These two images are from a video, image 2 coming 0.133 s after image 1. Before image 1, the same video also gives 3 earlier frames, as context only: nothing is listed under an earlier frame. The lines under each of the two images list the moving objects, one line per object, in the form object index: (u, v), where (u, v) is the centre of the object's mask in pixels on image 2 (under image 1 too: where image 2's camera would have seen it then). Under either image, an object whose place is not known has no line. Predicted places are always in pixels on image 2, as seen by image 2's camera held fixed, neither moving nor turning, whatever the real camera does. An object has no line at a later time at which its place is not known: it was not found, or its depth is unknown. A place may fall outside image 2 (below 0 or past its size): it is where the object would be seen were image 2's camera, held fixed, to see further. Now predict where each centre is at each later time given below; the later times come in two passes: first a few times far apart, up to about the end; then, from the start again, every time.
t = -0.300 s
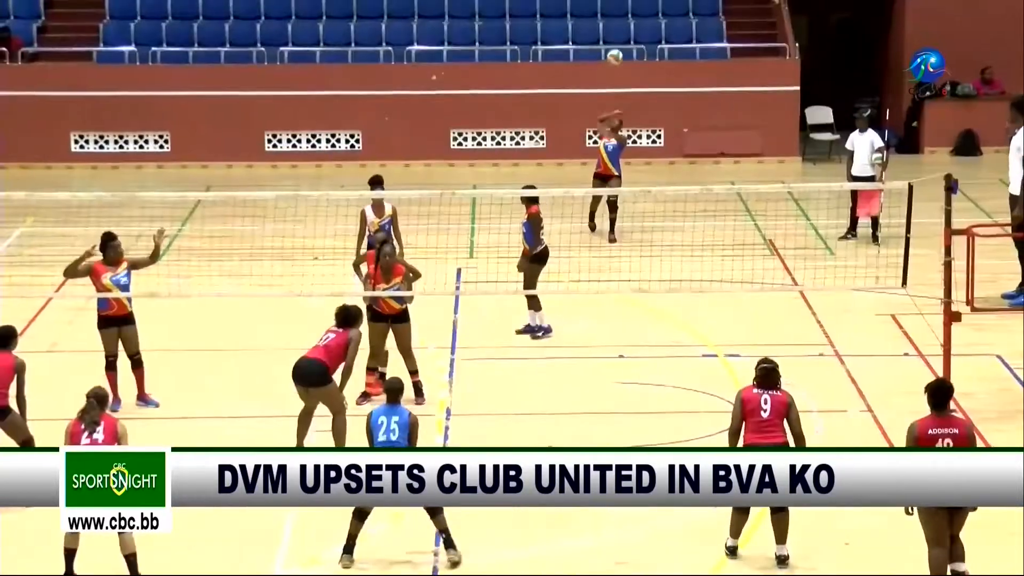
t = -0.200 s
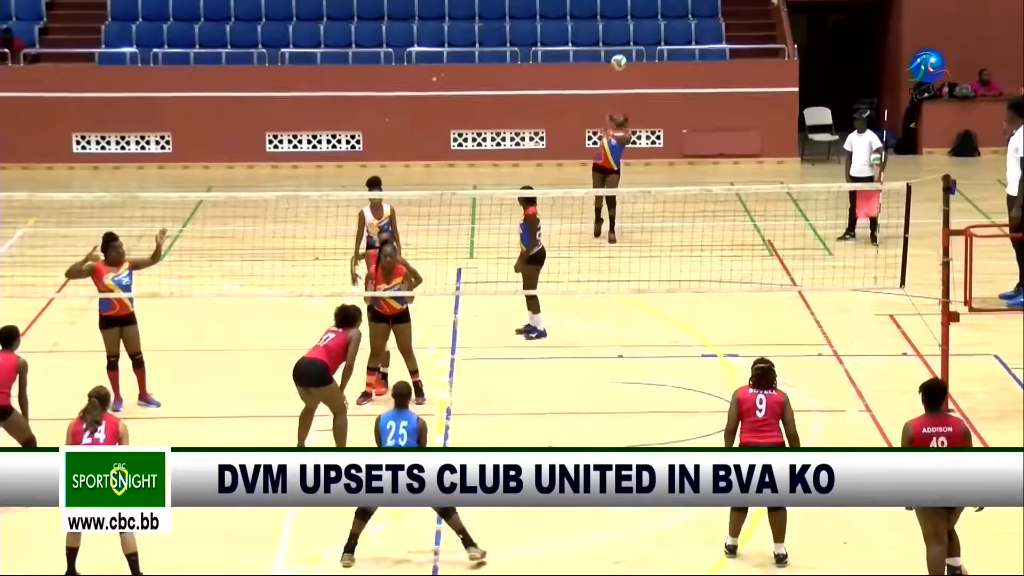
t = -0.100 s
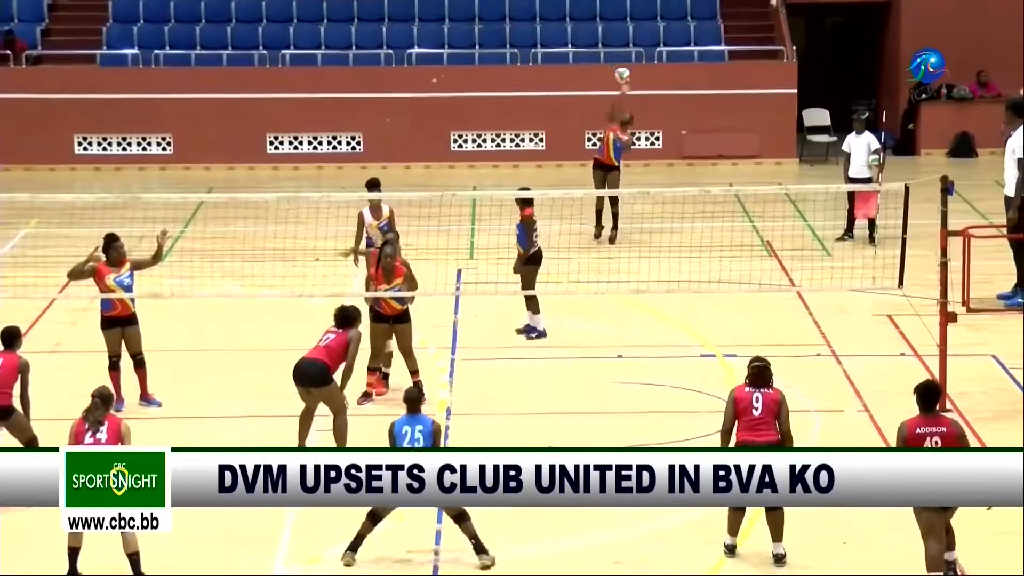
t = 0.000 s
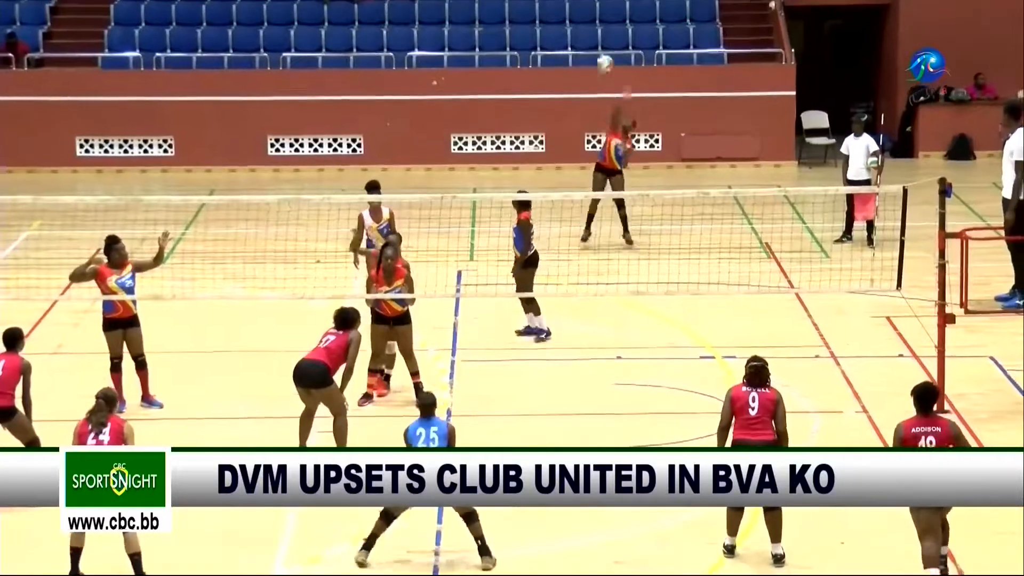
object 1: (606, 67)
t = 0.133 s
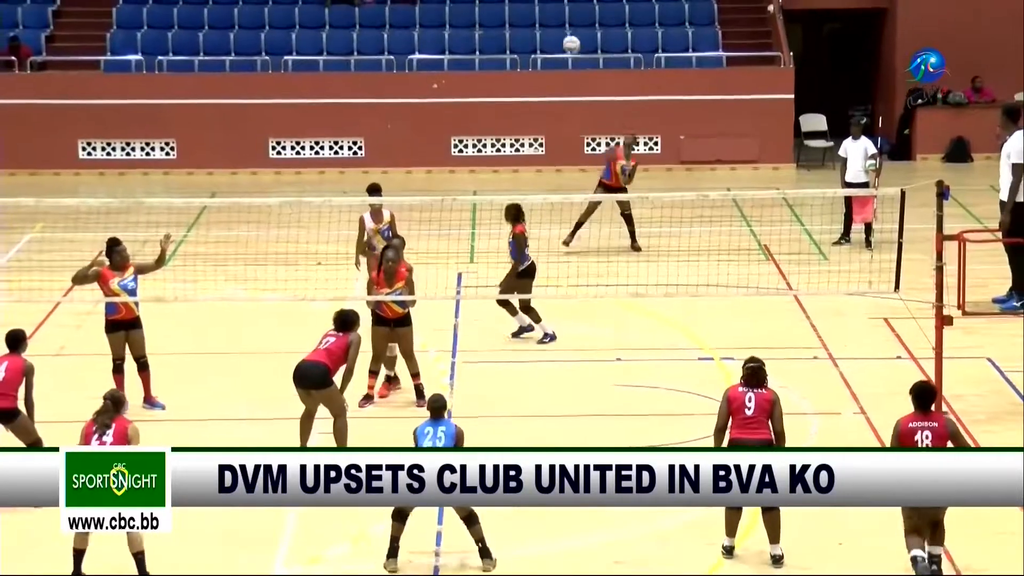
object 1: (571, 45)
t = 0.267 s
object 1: (533, 41)
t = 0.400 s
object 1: (489, 56)
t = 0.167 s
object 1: (562, 42)
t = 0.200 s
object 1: (553, 41)
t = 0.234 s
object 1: (543, 40)
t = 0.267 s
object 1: (533, 41)
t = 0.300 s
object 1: (522, 43)
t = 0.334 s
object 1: (511, 47)
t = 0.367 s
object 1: (500, 51)
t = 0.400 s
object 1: (489, 56)
